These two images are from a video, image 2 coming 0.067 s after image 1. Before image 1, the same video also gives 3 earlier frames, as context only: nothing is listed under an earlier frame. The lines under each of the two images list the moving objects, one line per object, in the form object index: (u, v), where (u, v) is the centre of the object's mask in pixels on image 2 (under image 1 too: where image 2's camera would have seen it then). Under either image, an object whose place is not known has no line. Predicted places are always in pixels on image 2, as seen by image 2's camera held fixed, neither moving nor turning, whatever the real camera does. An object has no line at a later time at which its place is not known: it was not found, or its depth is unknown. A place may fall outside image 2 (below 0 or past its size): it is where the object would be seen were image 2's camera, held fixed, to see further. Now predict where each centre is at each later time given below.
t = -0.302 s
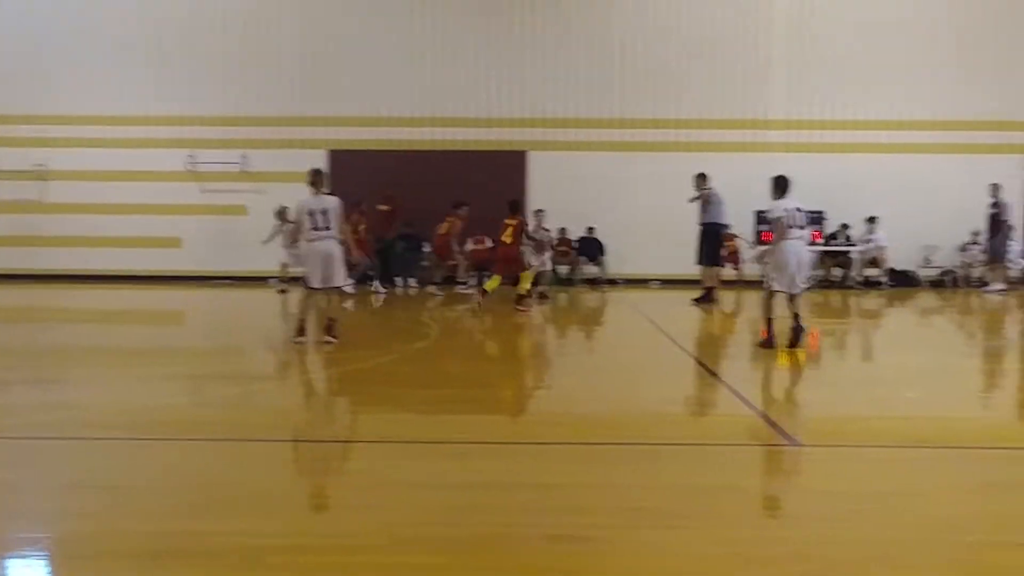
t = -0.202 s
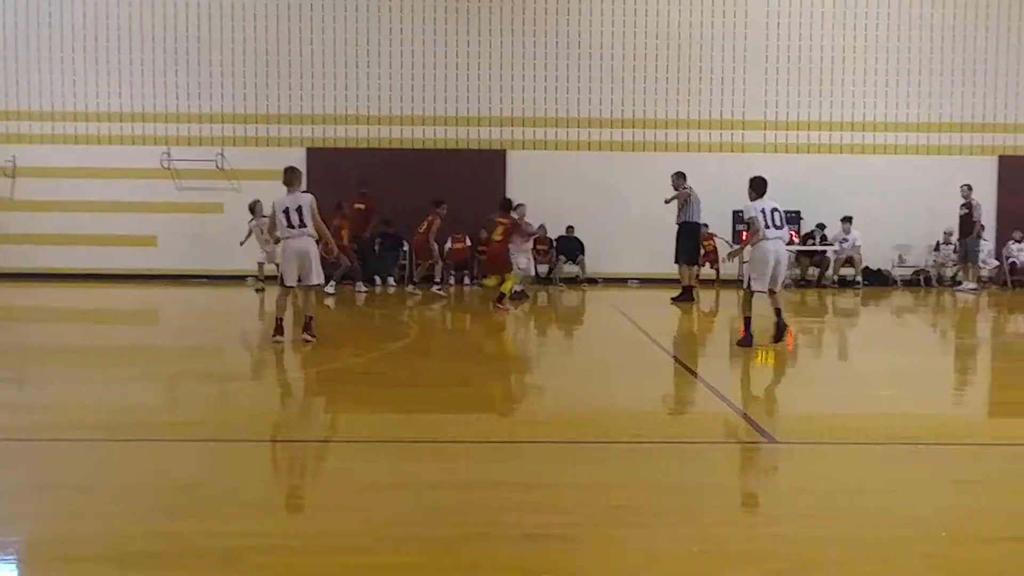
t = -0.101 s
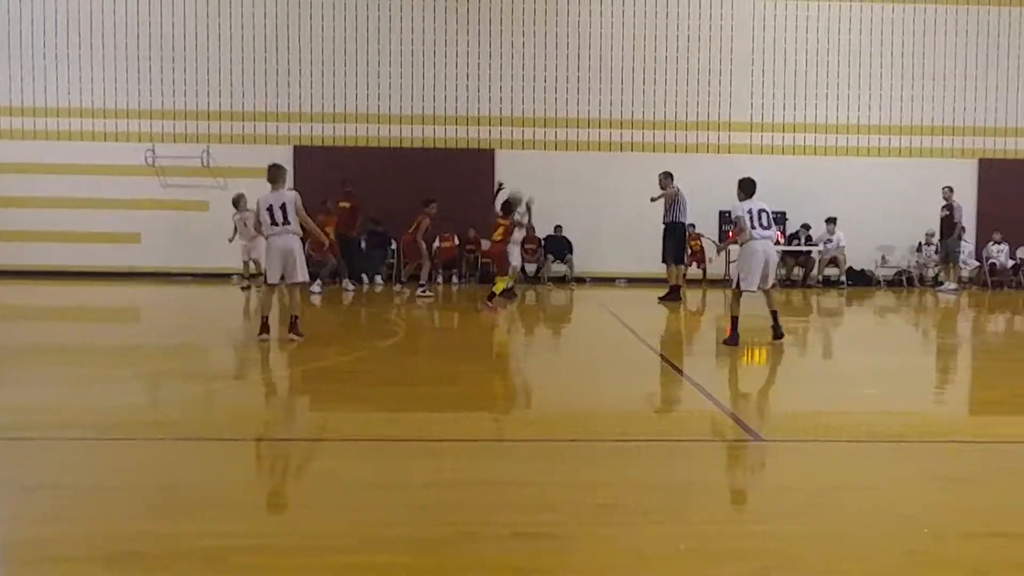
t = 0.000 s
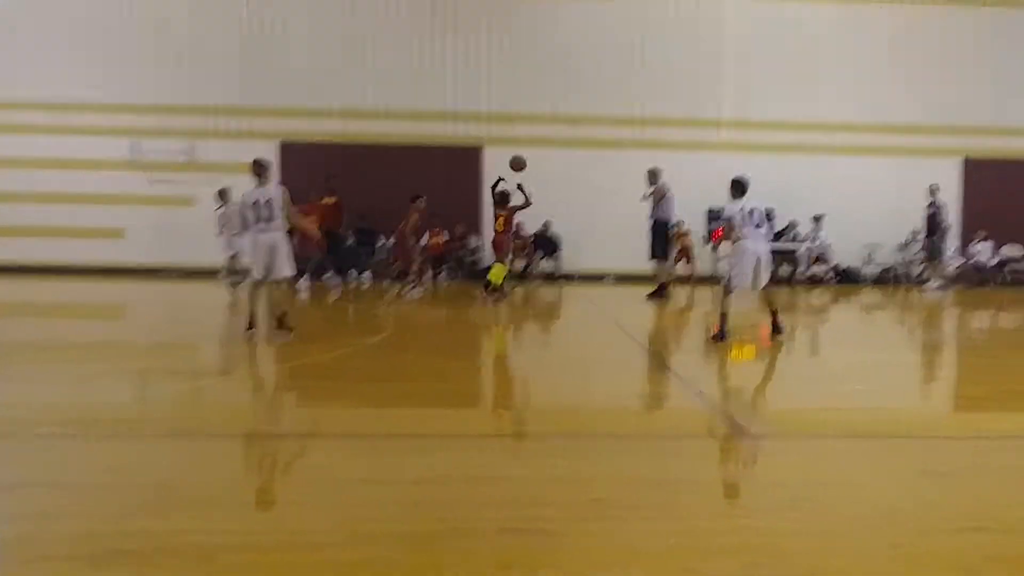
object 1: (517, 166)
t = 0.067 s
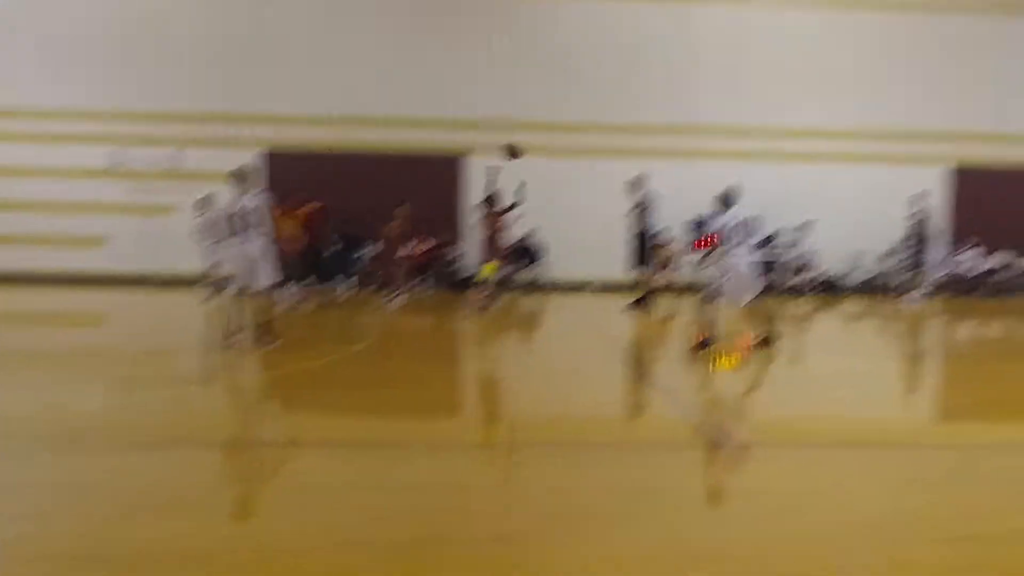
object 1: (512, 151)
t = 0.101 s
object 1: (512, 141)
